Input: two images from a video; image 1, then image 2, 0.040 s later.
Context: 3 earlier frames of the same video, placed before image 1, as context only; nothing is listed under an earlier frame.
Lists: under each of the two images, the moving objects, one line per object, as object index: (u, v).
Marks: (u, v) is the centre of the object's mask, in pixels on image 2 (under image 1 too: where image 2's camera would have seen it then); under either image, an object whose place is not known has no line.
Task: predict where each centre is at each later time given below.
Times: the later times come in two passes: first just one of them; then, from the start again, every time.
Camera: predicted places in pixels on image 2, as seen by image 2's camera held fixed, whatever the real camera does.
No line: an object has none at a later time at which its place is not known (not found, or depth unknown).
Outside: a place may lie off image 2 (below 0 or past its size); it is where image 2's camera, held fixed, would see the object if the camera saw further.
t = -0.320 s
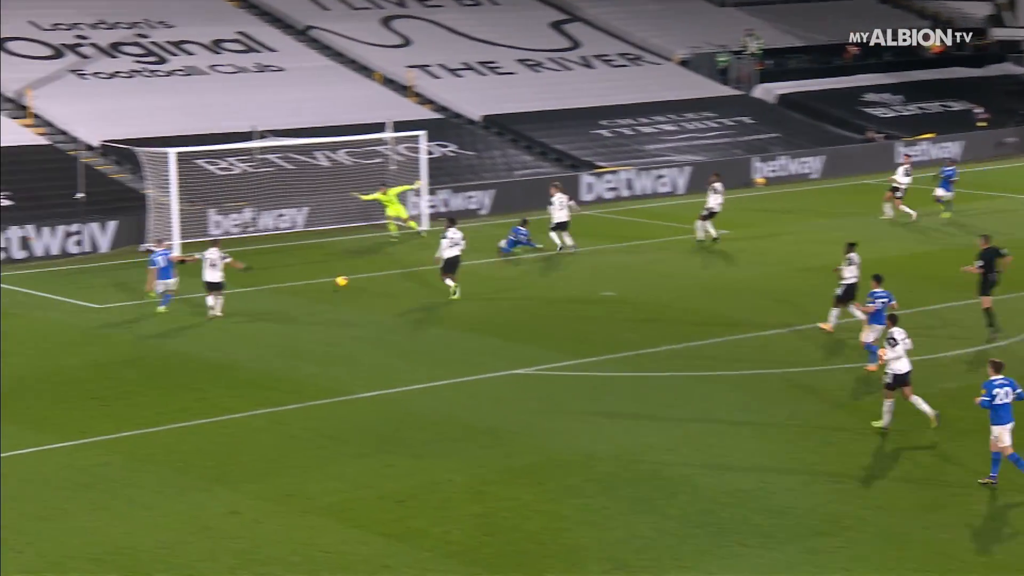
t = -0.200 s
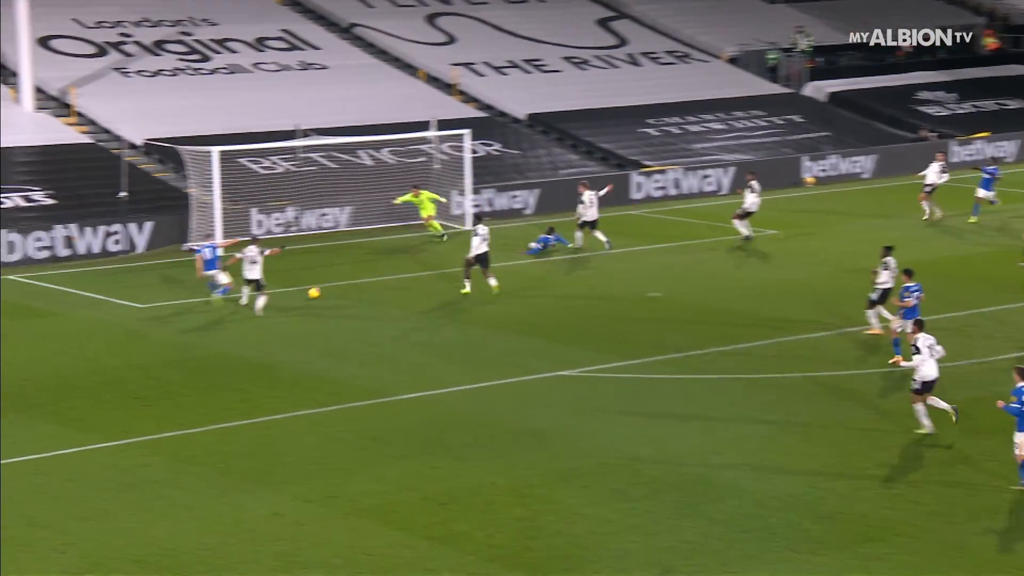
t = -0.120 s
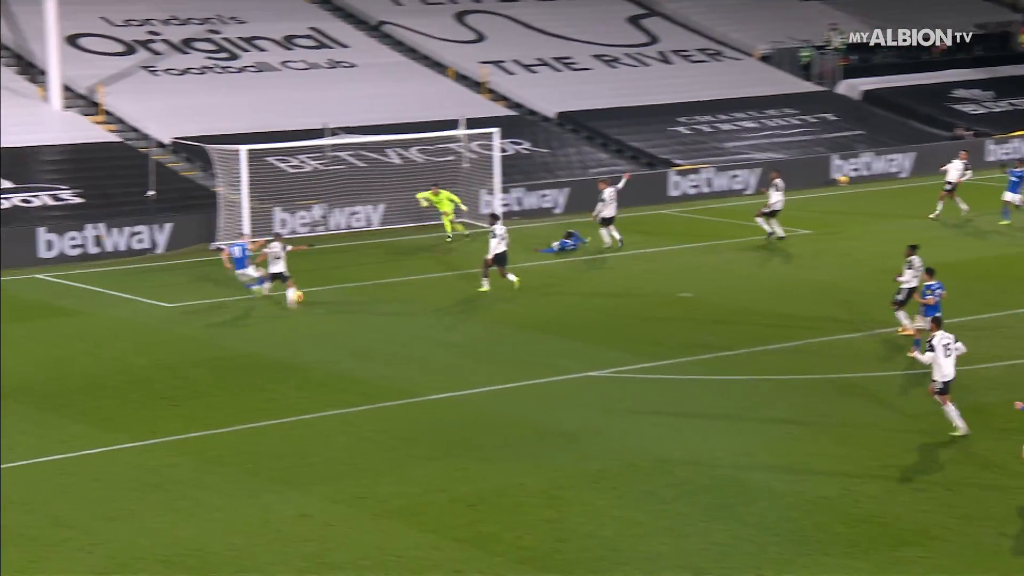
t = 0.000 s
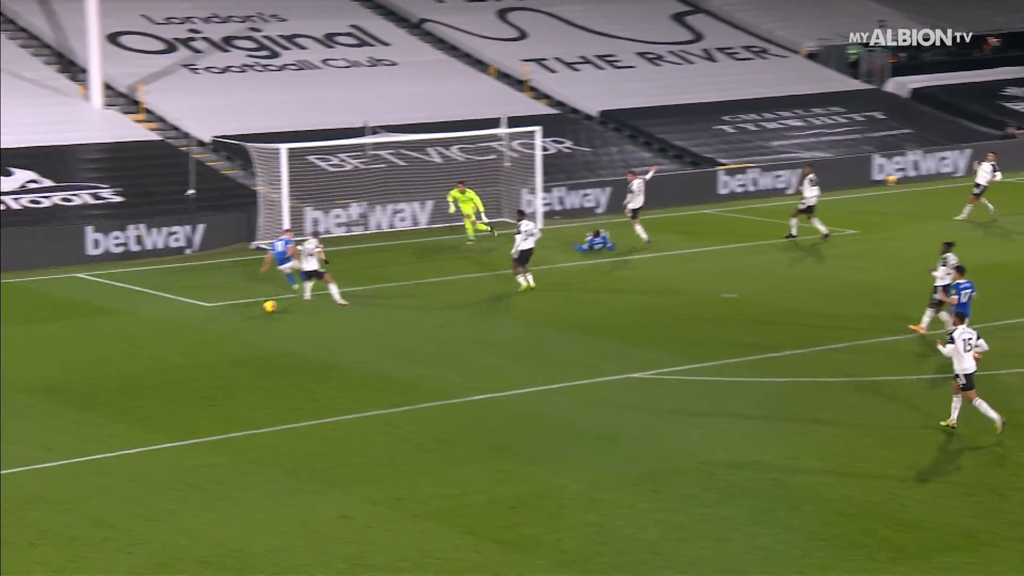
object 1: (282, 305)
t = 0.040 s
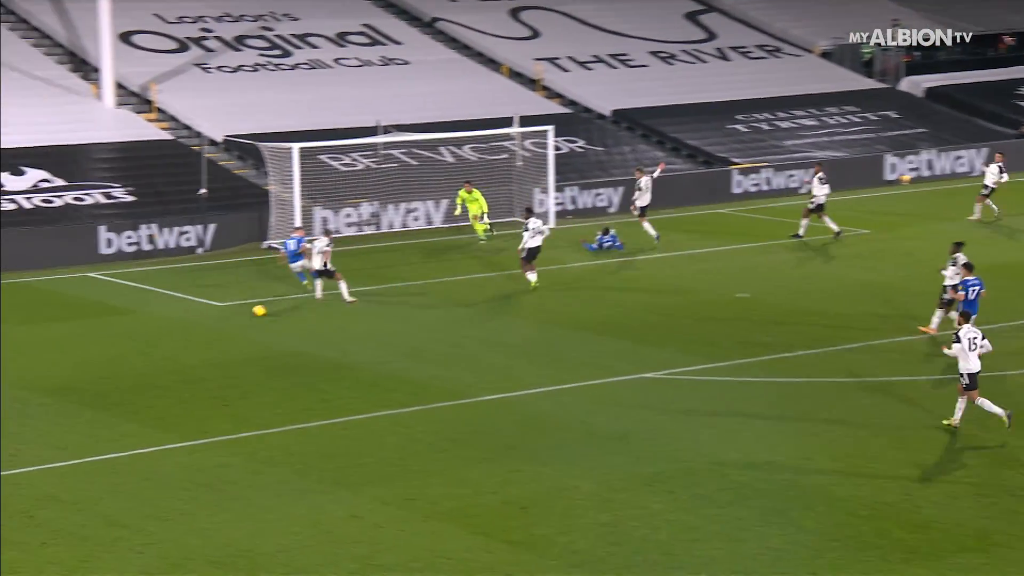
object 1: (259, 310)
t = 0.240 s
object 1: (154, 323)
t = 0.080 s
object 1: (238, 312)
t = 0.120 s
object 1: (217, 312)
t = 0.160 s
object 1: (197, 315)
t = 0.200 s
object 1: (175, 319)
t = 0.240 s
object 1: (154, 323)
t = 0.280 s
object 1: (133, 329)
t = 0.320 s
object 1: (113, 330)
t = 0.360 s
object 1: (94, 331)
